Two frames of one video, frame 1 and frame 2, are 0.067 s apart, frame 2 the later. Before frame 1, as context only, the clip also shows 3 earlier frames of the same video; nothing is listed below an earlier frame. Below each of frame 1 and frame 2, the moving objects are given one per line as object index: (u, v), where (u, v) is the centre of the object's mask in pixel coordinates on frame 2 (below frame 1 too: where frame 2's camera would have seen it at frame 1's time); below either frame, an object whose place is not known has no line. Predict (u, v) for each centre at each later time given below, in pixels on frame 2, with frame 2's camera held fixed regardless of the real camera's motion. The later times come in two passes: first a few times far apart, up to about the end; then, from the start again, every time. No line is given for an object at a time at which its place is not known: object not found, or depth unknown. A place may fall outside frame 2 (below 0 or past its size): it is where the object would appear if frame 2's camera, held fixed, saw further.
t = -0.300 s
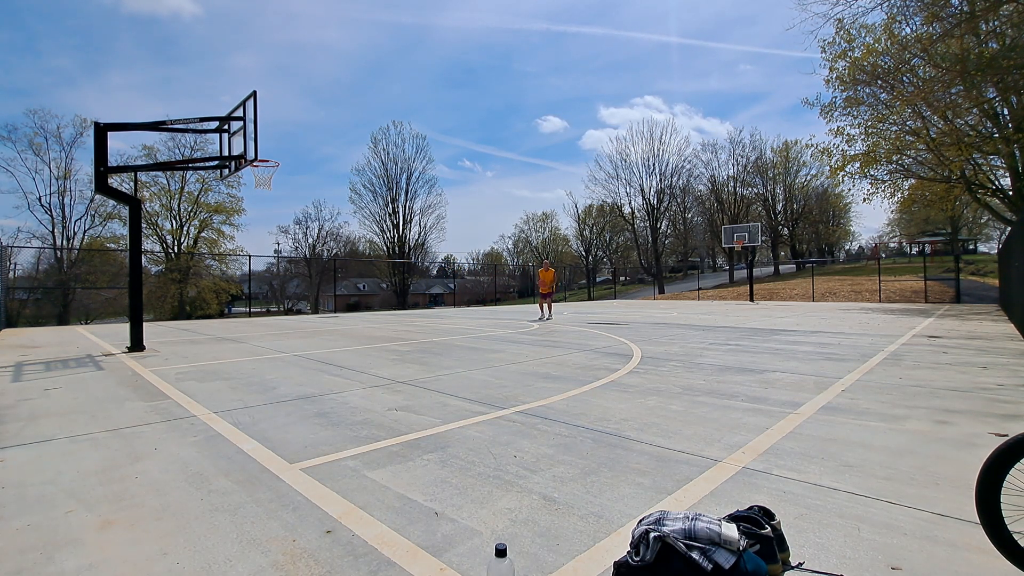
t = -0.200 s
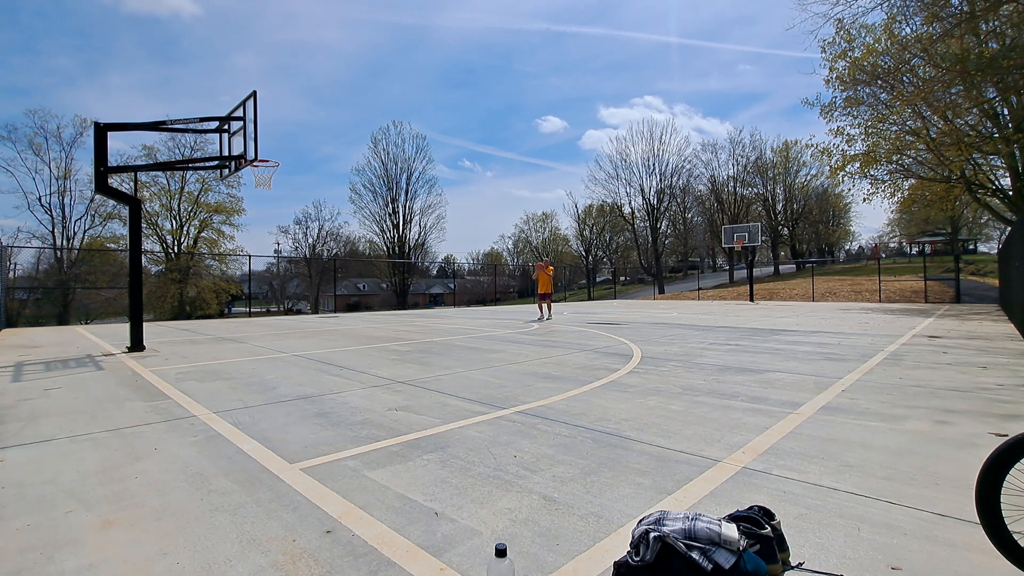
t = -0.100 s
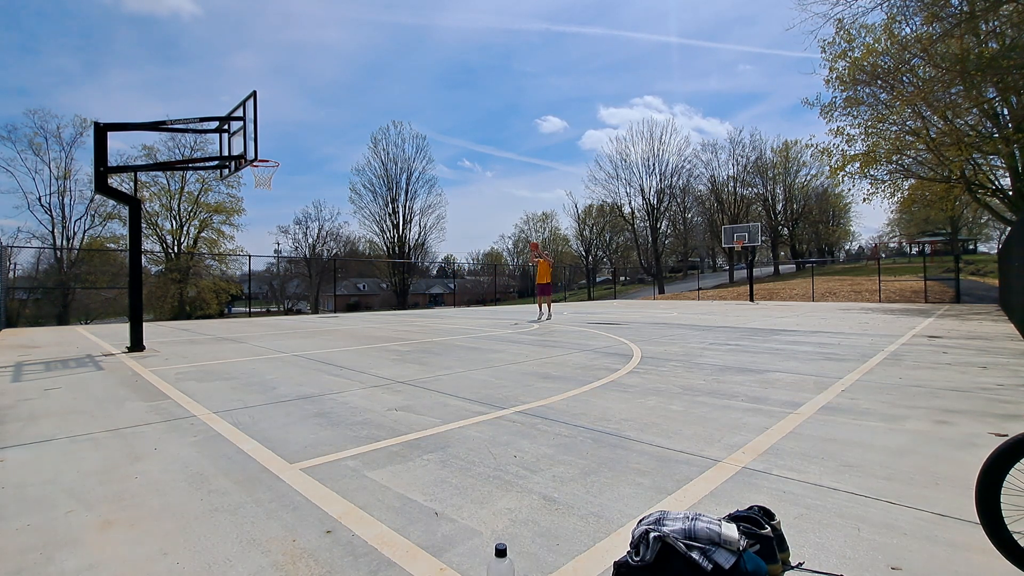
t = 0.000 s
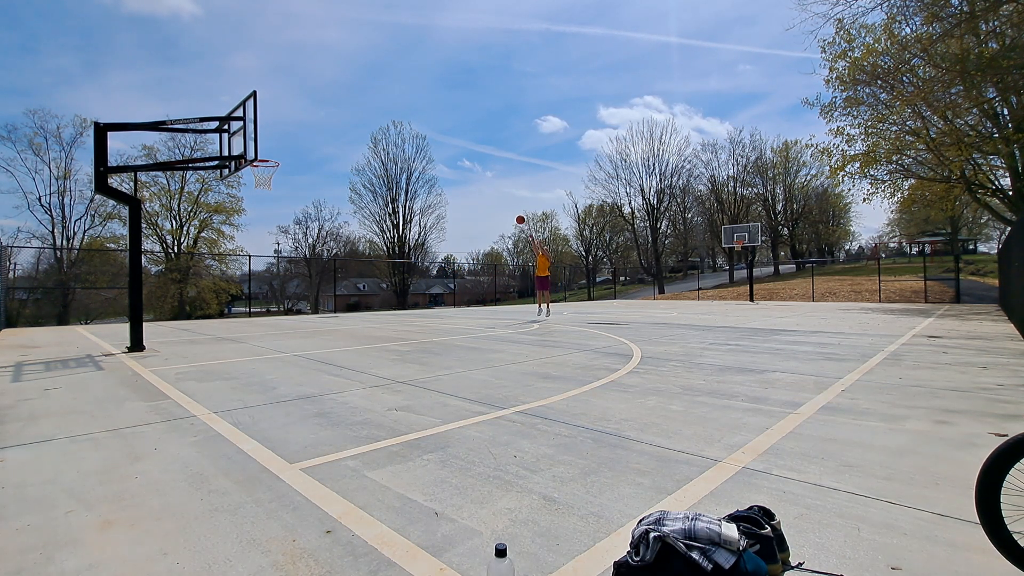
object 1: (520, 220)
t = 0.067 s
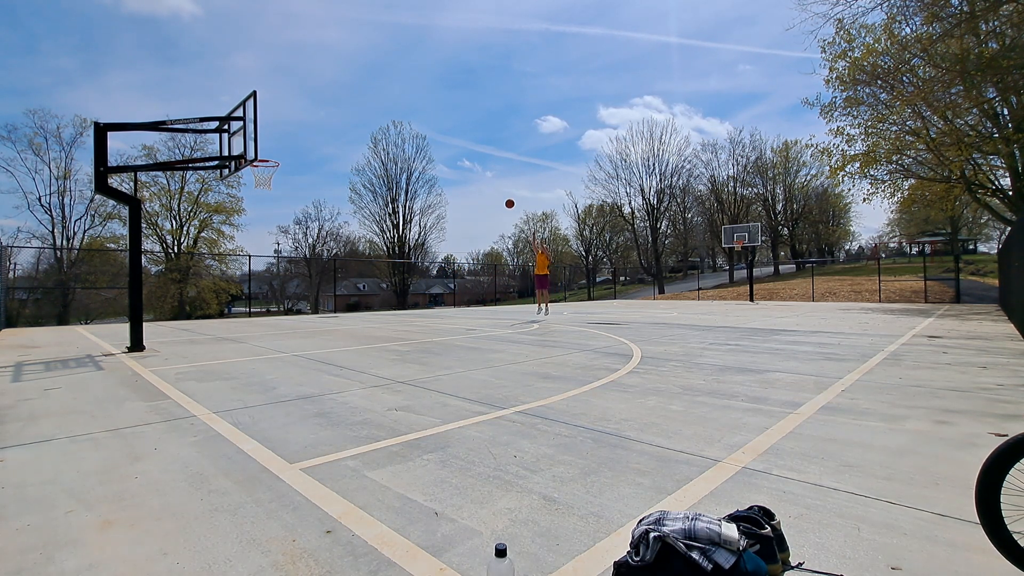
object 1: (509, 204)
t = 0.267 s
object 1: (475, 162)
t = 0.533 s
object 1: (423, 126)
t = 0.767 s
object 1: (370, 117)
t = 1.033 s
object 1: (299, 137)
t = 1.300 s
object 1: (250, 140)
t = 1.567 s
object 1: (295, 139)
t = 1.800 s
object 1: (332, 170)
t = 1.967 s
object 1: (357, 209)
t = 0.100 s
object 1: (504, 196)
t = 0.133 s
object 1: (499, 188)
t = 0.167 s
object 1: (493, 181)
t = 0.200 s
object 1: (487, 175)
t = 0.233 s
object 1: (481, 168)
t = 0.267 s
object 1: (475, 162)
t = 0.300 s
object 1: (469, 156)
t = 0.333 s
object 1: (463, 151)
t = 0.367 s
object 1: (457, 146)
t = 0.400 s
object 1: (450, 141)
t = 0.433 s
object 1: (444, 137)
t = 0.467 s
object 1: (437, 133)
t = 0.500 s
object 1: (430, 129)
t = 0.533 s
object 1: (423, 126)
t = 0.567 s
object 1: (416, 123)
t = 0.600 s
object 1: (409, 121)
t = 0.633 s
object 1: (402, 119)
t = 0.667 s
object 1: (394, 118)
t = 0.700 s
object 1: (387, 117)
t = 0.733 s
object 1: (378, 117)
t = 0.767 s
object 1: (370, 117)
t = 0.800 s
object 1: (362, 117)
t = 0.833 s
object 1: (354, 118)
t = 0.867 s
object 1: (345, 120)
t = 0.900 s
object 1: (336, 122)
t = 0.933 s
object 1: (327, 125)
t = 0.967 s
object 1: (318, 128)
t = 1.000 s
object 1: (308, 133)
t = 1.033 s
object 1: (299, 137)
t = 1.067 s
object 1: (289, 143)
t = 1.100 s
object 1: (278, 150)
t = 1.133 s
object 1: (268, 156)
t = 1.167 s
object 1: (262, 158)
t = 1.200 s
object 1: (255, 152)
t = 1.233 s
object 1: (250, 148)
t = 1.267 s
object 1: (243, 143)
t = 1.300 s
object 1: (250, 140)
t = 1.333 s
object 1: (257, 138)
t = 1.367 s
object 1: (263, 137)
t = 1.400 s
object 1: (268, 135)
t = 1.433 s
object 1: (273, 135)
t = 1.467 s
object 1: (279, 135)
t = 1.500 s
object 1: (284, 136)
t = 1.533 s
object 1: (290, 137)
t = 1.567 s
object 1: (295, 139)
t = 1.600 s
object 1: (300, 142)
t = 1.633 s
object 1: (306, 145)
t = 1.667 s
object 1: (311, 149)
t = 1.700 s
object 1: (316, 154)
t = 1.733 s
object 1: (321, 159)
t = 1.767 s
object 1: (327, 164)
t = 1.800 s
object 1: (332, 170)
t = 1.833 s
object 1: (337, 177)
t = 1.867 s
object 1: (342, 184)
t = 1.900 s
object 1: (347, 192)
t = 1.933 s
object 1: (352, 200)
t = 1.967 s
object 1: (357, 209)
